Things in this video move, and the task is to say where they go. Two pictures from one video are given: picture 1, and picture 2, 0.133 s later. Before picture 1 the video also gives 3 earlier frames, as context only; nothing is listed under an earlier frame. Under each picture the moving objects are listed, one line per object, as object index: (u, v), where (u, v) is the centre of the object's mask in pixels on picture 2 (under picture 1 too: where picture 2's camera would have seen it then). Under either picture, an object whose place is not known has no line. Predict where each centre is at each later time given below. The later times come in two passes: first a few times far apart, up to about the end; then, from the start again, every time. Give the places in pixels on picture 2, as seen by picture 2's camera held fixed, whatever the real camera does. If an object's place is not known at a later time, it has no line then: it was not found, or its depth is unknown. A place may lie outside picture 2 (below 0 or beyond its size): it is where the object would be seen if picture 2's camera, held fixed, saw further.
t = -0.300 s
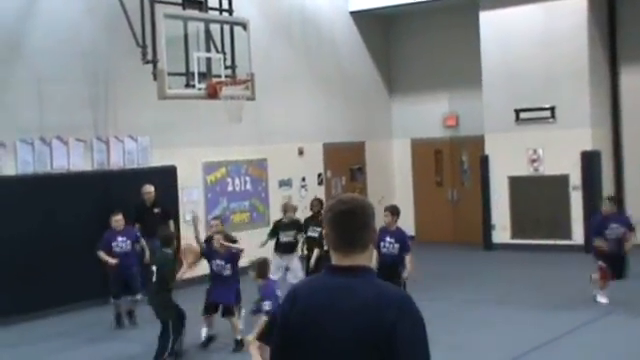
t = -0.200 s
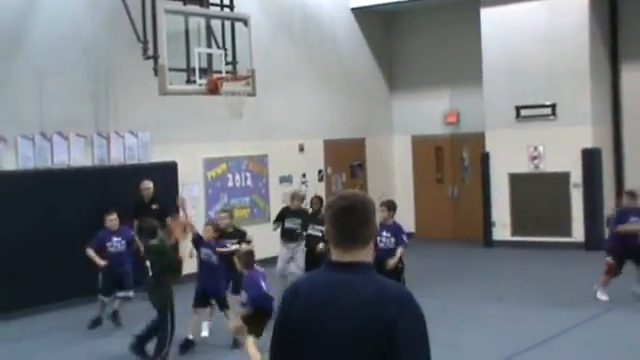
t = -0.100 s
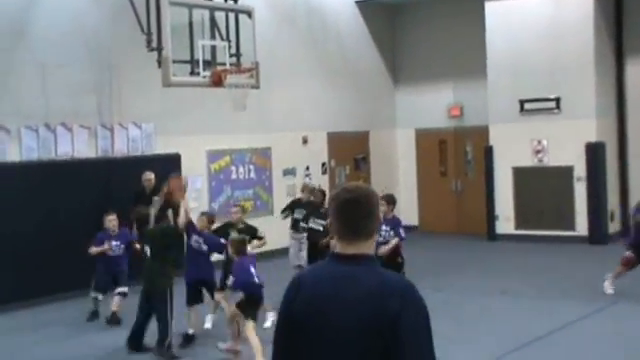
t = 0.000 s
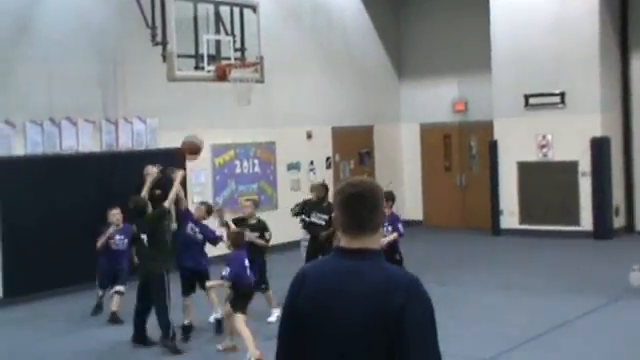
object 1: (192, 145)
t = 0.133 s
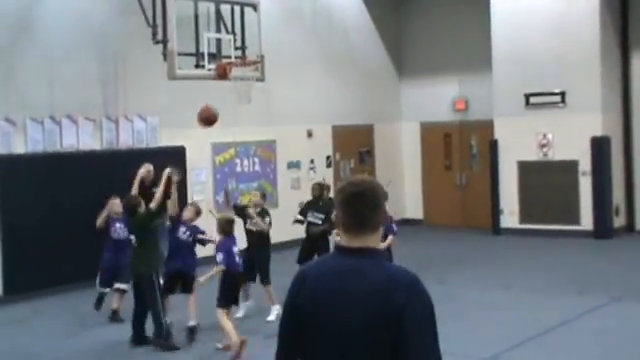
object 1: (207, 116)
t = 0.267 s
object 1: (223, 104)
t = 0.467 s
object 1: (245, 115)
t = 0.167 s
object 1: (211, 111)
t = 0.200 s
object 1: (215, 108)
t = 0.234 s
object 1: (219, 106)
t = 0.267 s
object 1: (223, 104)
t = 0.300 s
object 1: (227, 104)
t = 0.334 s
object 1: (230, 104)
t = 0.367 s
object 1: (234, 106)
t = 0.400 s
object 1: (238, 108)
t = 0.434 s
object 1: (242, 111)
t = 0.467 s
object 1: (245, 115)
